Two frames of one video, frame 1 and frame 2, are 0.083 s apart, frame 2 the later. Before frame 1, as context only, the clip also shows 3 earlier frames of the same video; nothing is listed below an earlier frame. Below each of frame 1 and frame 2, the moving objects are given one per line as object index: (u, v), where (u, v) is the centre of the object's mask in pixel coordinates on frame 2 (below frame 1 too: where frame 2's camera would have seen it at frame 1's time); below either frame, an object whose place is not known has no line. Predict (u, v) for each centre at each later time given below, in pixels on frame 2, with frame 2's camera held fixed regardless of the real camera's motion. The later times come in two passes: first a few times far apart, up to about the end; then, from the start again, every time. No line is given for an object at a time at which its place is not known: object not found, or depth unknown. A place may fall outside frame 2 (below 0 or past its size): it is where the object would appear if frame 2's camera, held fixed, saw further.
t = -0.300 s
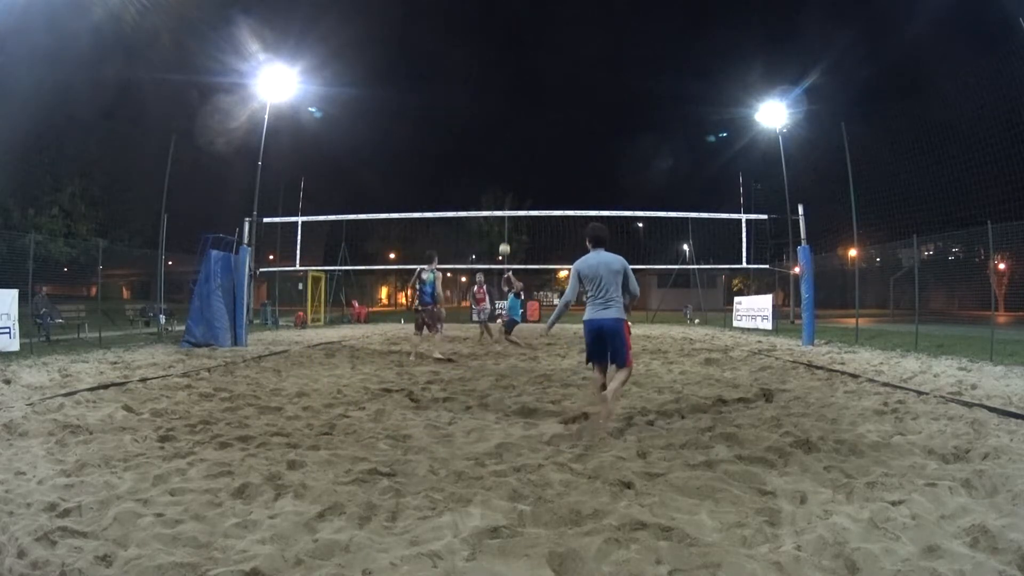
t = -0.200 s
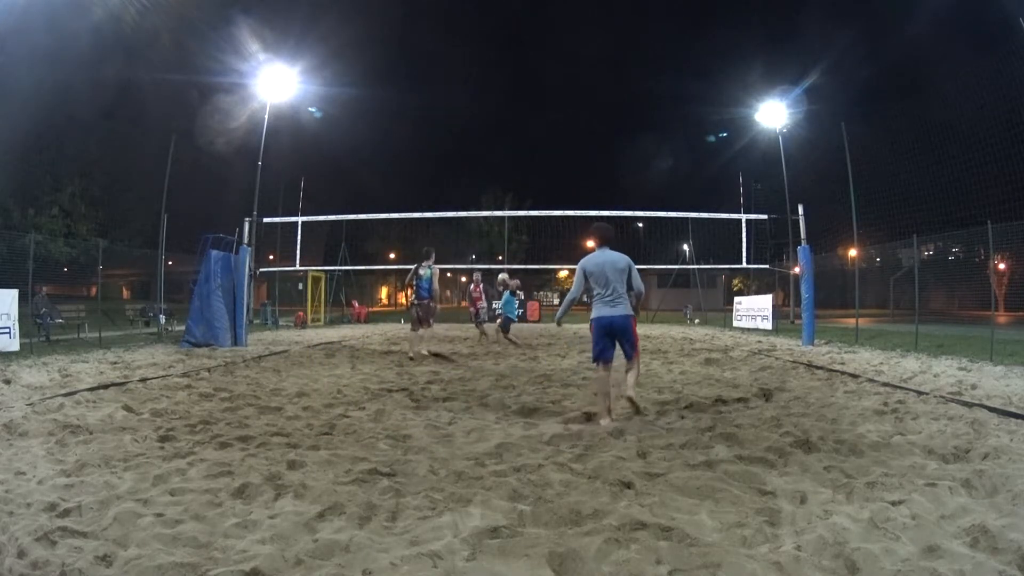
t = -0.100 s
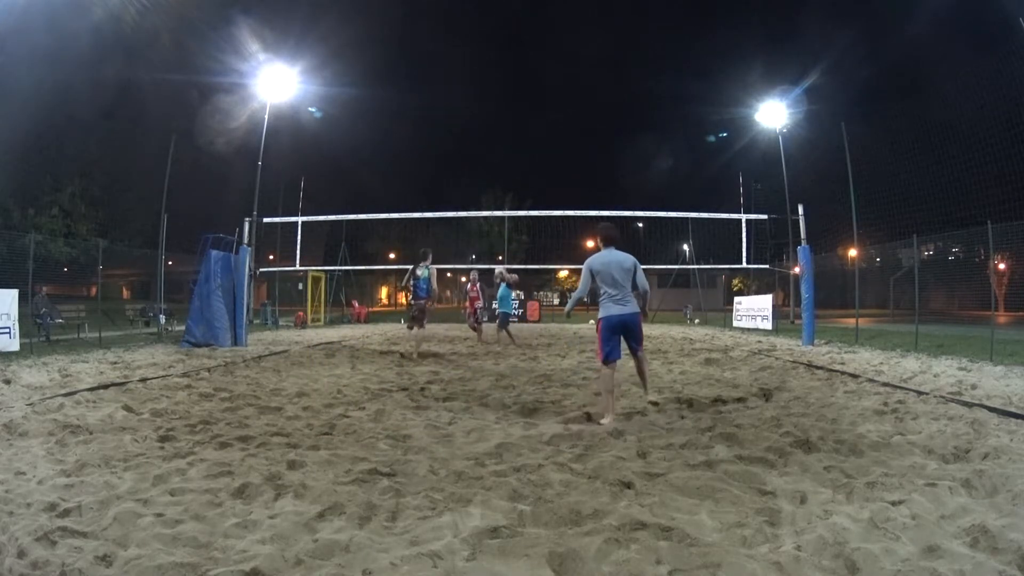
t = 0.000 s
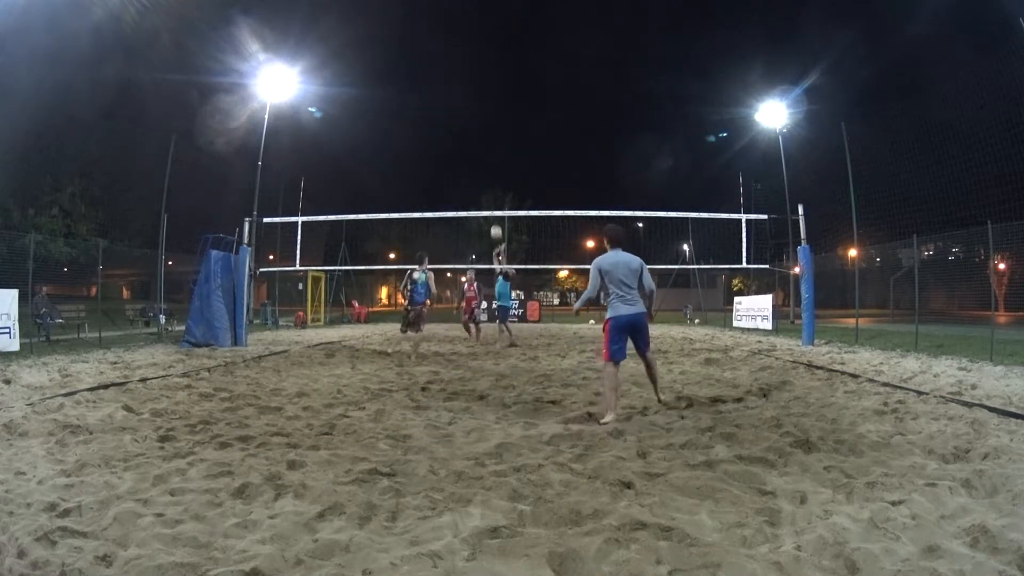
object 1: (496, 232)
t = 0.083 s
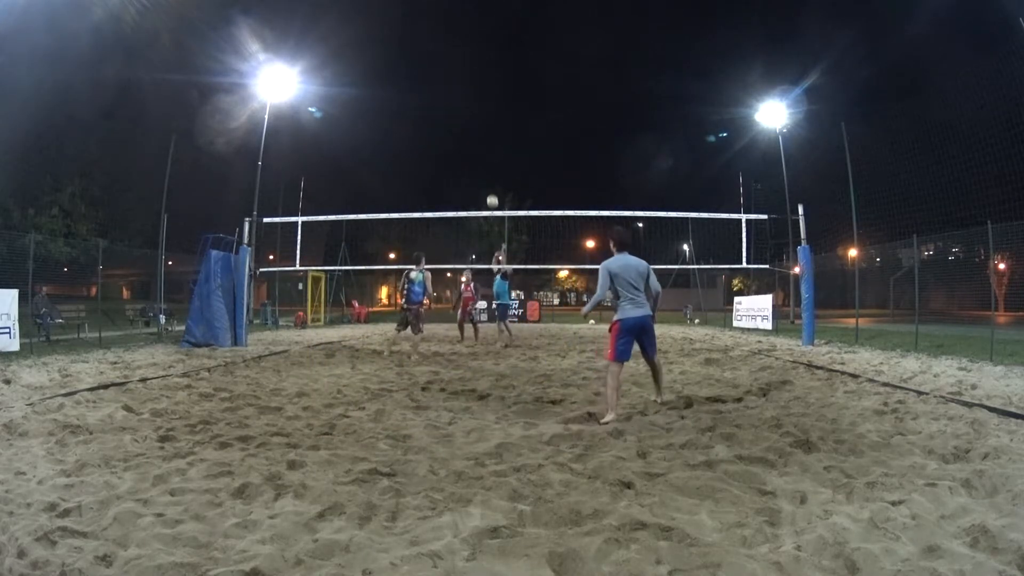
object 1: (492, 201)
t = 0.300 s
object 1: (482, 140)
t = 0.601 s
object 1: (468, 97)
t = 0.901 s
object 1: (453, 92)
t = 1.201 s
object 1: (436, 122)
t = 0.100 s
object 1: (492, 196)
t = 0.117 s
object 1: (491, 190)
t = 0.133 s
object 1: (490, 185)
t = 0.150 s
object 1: (489, 179)
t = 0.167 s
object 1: (489, 174)
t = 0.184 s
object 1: (488, 170)
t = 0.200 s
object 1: (487, 165)
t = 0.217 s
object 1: (486, 161)
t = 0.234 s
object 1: (486, 157)
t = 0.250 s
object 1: (485, 152)
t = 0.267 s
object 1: (484, 148)
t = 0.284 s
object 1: (483, 144)
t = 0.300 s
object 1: (482, 140)
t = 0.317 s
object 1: (482, 137)
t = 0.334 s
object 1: (481, 134)
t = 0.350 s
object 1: (480, 130)
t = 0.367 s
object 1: (479, 127)
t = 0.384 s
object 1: (479, 124)
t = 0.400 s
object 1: (478, 121)
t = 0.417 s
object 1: (477, 119)
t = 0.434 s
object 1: (476, 116)
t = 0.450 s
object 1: (475, 114)
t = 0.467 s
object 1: (474, 111)
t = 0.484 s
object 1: (474, 109)
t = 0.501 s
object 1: (473, 107)
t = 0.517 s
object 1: (472, 105)
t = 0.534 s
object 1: (471, 103)
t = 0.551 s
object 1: (470, 102)
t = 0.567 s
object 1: (470, 100)
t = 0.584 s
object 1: (469, 99)
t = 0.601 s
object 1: (468, 97)
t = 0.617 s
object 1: (467, 96)
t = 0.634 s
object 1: (466, 95)
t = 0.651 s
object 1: (466, 94)
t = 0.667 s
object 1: (465, 93)
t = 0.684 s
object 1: (464, 92)
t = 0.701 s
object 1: (463, 92)
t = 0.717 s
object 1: (462, 91)
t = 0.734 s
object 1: (461, 91)
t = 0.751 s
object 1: (461, 90)
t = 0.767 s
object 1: (460, 90)
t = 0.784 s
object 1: (459, 90)
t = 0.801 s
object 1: (458, 90)
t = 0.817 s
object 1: (457, 90)
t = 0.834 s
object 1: (456, 90)
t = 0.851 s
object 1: (455, 90)
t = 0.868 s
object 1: (455, 91)
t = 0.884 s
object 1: (454, 91)
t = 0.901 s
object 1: (453, 92)
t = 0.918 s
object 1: (452, 93)
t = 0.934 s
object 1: (451, 93)
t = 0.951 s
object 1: (450, 94)
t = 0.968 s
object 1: (449, 95)
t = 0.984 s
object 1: (448, 97)
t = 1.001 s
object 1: (447, 98)
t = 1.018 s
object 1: (447, 99)
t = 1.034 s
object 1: (446, 101)
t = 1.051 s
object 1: (445, 102)
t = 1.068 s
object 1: (444, 104)
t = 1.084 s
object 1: (443, 106)
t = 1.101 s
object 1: (442, 108)
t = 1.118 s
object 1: (441, 110)
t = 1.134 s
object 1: (440, 112)
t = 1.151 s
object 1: (439, 115)
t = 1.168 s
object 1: (438, 117)
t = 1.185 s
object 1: (437, 119)
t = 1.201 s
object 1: (436, 122)
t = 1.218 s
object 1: (435, 125)
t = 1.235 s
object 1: (434, 128)
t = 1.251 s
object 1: (433, 131)
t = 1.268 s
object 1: (432, 134)
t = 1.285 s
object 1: (431, 137)
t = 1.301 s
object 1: (430, 141)
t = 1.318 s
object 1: (429, 145)
